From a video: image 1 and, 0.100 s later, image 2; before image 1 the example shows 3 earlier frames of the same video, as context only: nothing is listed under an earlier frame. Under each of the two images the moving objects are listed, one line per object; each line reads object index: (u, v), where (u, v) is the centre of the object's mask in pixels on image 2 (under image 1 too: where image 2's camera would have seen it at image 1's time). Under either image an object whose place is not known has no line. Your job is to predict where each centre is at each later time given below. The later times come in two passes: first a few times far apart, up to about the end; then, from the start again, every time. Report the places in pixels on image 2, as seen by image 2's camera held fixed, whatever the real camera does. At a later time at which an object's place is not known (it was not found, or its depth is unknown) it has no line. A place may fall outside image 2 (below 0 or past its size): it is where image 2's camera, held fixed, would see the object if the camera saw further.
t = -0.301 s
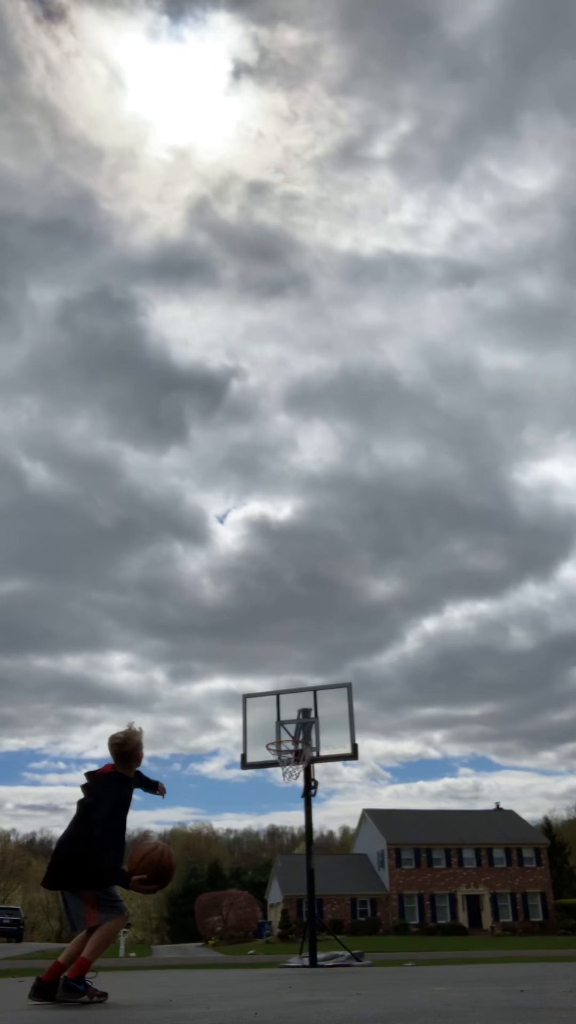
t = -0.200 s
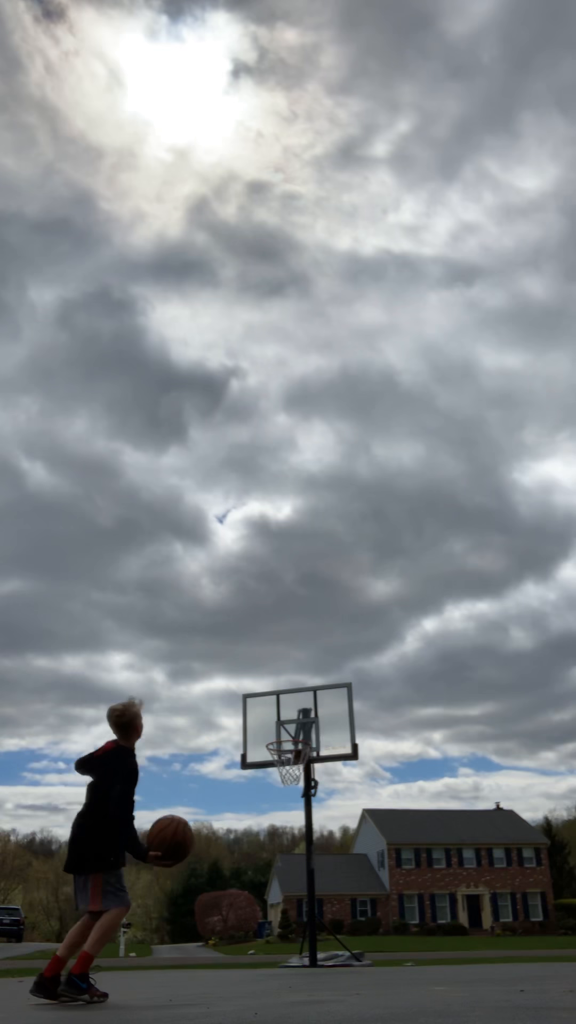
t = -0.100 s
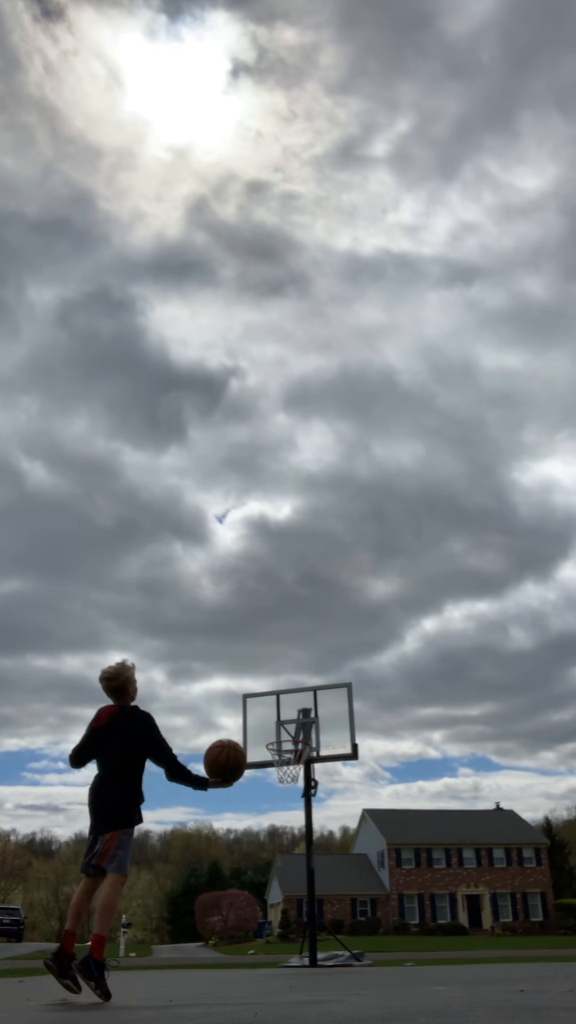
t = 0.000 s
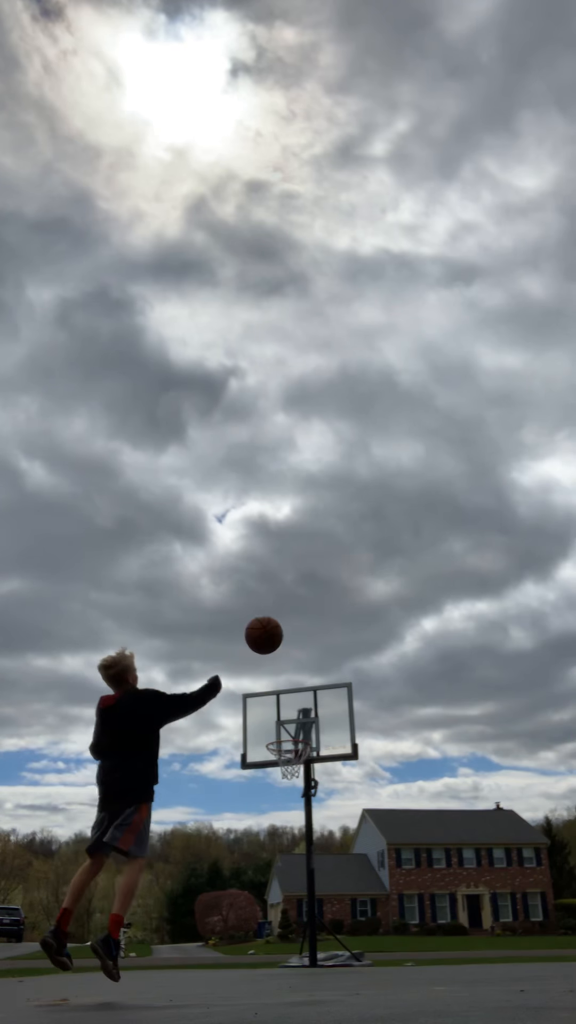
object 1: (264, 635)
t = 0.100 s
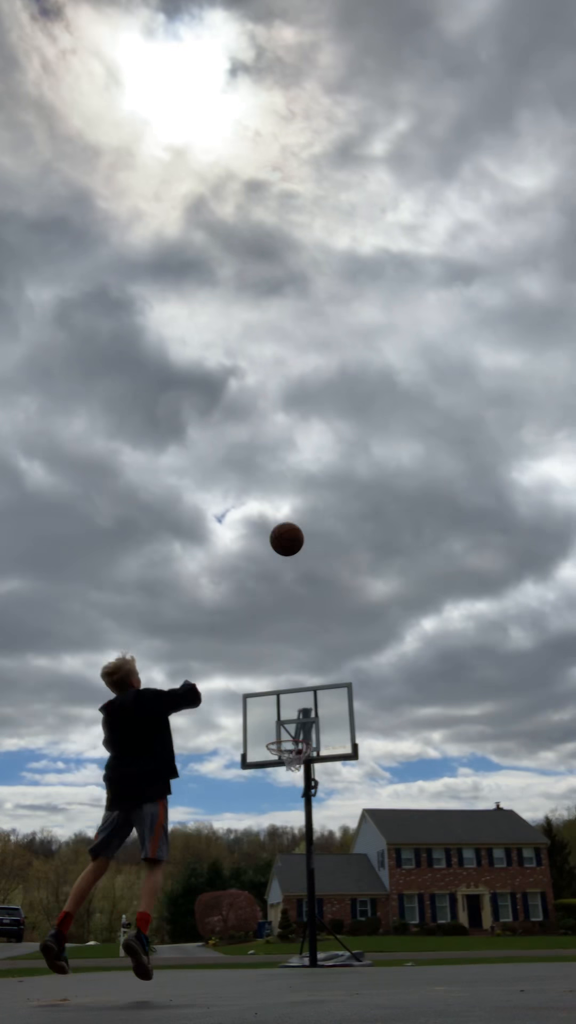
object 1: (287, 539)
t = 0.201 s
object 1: (307, 473)
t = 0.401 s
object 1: (342, 396)
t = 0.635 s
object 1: (377, 366)
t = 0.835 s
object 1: (404, 376)
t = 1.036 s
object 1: (429, 414)
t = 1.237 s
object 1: (454, 477)
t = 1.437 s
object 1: (477, 567)
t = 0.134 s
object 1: (294, 514)
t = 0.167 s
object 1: (300, 492)
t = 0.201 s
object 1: (307, 473)
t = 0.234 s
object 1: (313, 455)
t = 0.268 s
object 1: (319, 440)
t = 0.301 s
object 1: (325, 427)
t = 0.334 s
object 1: (331, 415)
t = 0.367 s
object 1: (336, 405)
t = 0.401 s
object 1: (342, 396)
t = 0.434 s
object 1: (347, 388)
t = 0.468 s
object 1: (352, 382)
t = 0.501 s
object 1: (358, 377)
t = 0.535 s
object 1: (363, 372)
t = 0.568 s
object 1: (367, 369)
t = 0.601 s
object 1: (372, 367)
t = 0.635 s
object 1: (377, 366)
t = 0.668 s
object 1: (382, 366)
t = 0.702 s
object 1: (387, 366)
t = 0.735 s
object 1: (391, 367)
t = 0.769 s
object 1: (396, 369)
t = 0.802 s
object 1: (400, 372)
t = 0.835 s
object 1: (404, 376)
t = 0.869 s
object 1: (409, 381)
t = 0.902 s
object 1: (413, 386)
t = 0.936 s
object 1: (417, 392)
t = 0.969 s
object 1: (421, 399)
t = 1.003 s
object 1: (425, 406)
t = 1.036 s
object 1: (429, 414)
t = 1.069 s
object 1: (433, 423)
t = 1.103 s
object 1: (438, 433)
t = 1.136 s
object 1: (442, 443)
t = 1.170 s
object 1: (446, 454)
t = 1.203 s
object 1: (450, 465)
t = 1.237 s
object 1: (454, 477)
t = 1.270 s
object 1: (458, 490)
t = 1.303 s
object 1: (462, 504)
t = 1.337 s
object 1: (466, 519)
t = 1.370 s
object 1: (470, 534)
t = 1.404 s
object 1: (473, 551)
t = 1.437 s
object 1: (477, 567)
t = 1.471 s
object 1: (481, 585)
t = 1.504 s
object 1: (485, 604)
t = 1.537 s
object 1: (488, 623)
